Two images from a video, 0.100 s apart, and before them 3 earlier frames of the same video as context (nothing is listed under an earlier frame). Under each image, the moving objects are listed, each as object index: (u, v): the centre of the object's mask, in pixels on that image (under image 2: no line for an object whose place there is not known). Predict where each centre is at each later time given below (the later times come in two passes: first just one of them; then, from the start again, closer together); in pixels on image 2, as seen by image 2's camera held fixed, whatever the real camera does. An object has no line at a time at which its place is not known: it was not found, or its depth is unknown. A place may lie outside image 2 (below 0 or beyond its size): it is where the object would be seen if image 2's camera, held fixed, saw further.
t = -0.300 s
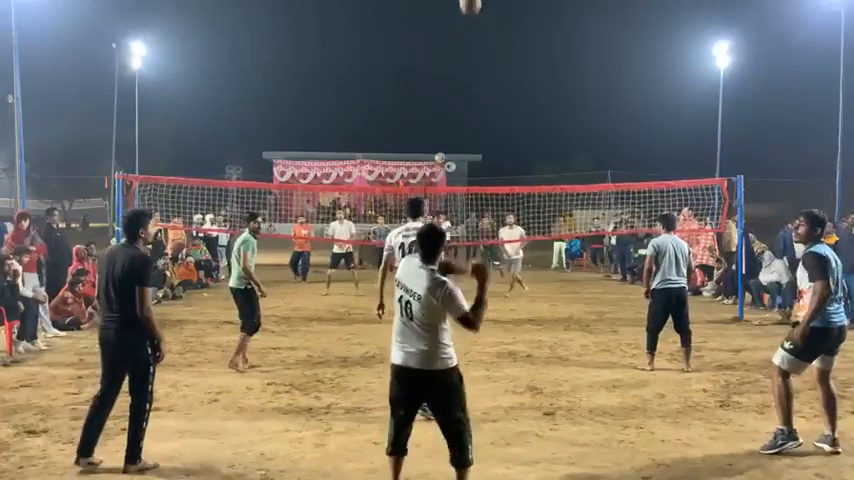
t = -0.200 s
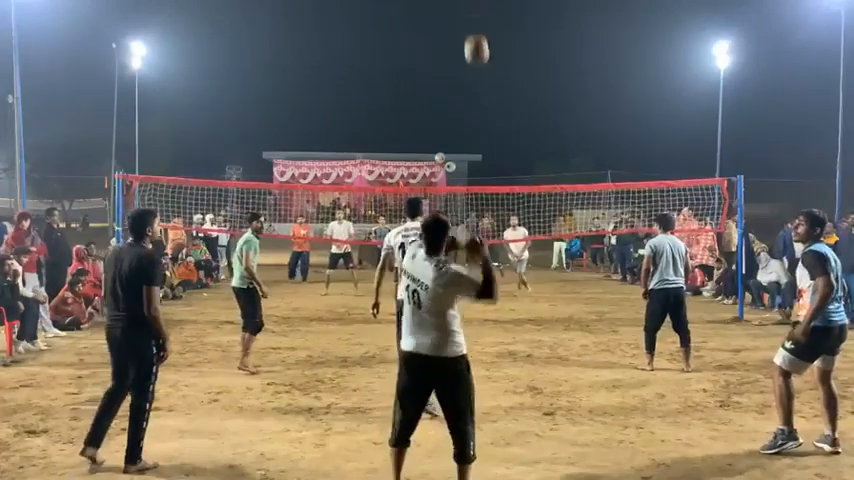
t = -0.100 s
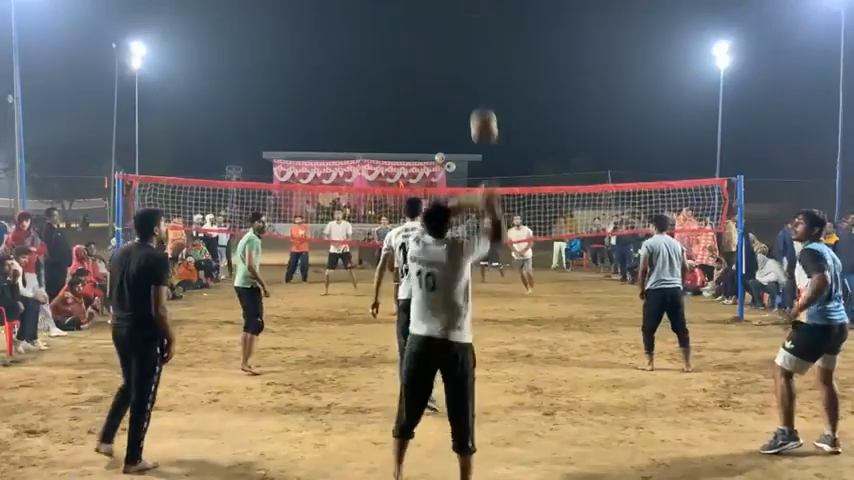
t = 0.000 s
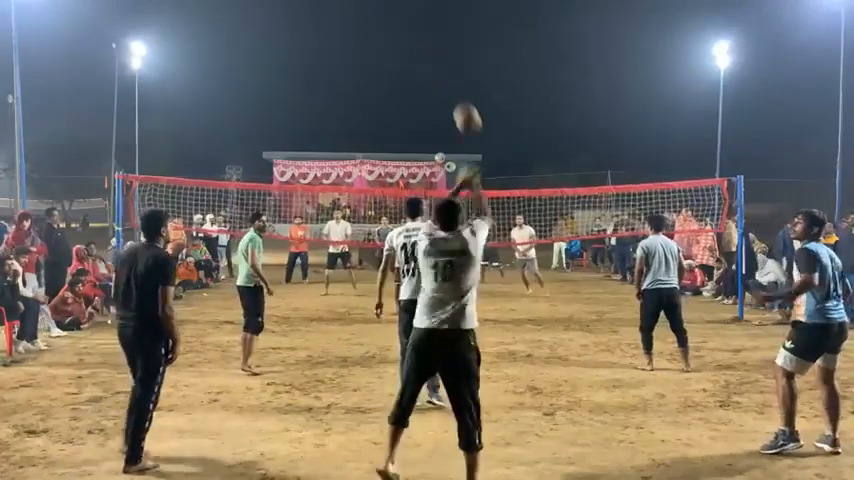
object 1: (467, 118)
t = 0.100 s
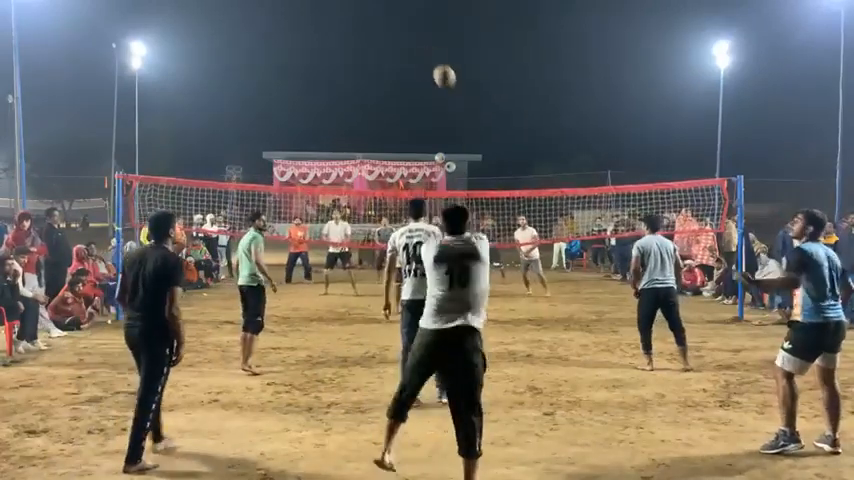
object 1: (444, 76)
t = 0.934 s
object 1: (362, 155)
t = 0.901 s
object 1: (364, 146)
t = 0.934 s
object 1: (362, 155)
